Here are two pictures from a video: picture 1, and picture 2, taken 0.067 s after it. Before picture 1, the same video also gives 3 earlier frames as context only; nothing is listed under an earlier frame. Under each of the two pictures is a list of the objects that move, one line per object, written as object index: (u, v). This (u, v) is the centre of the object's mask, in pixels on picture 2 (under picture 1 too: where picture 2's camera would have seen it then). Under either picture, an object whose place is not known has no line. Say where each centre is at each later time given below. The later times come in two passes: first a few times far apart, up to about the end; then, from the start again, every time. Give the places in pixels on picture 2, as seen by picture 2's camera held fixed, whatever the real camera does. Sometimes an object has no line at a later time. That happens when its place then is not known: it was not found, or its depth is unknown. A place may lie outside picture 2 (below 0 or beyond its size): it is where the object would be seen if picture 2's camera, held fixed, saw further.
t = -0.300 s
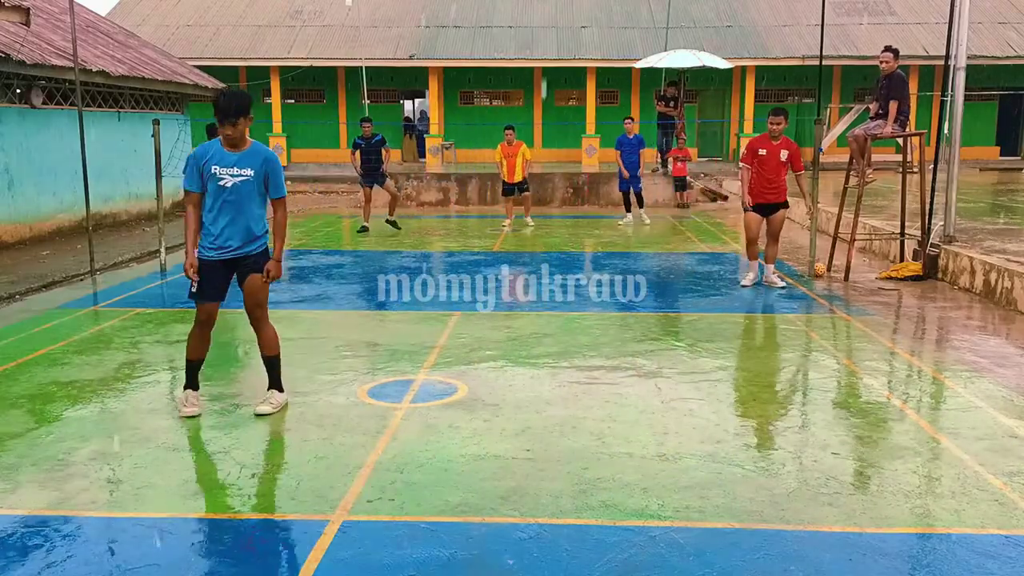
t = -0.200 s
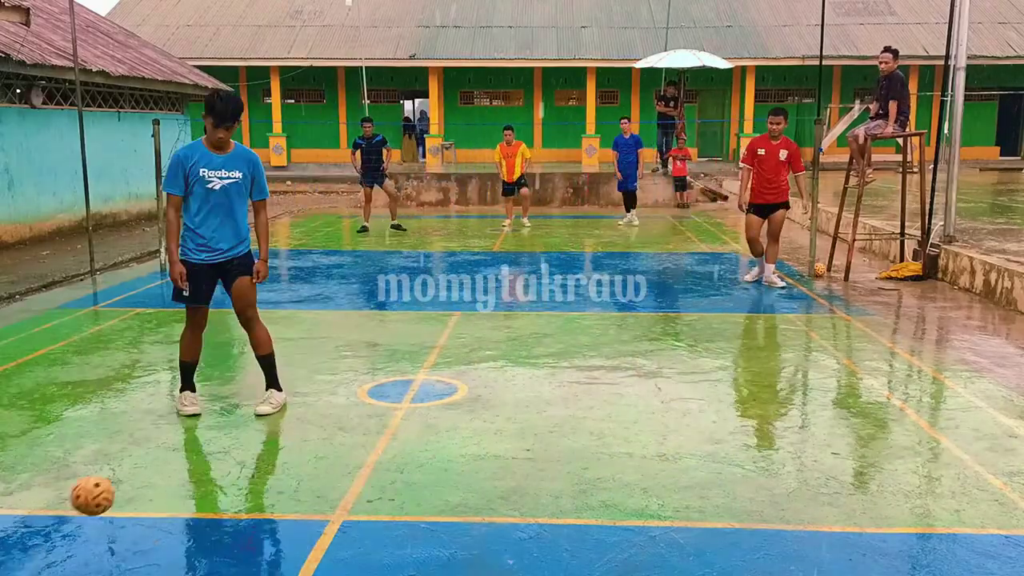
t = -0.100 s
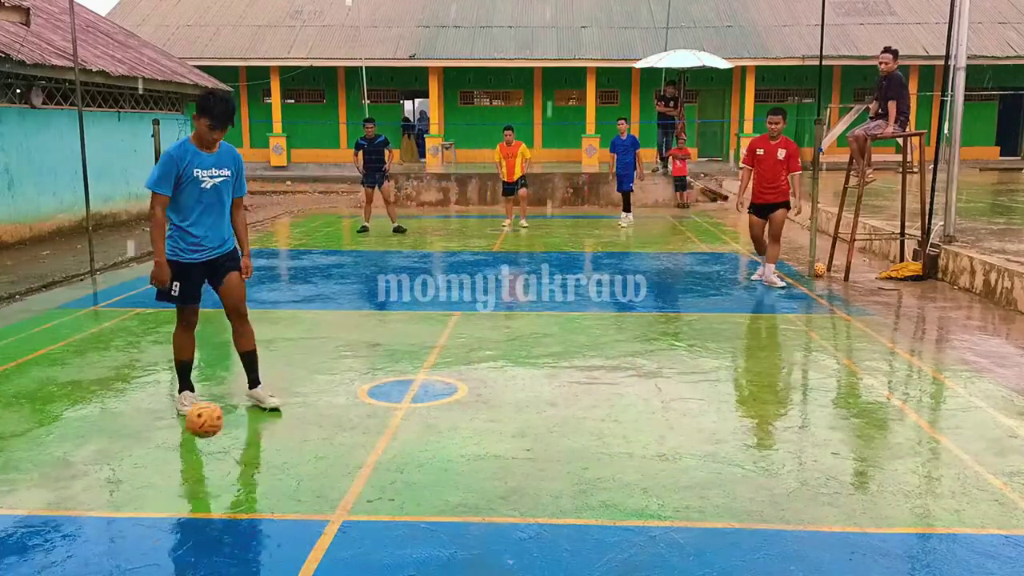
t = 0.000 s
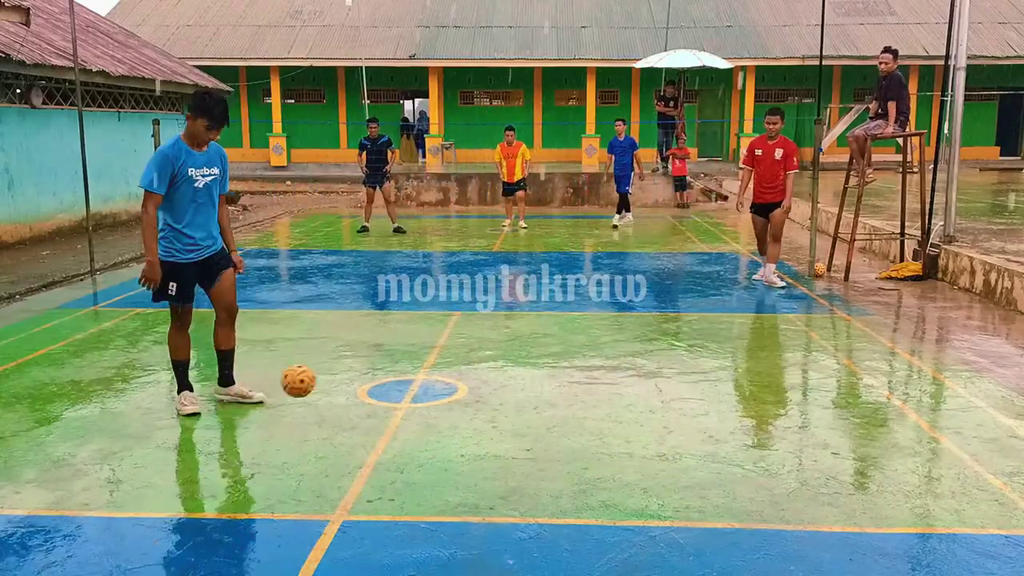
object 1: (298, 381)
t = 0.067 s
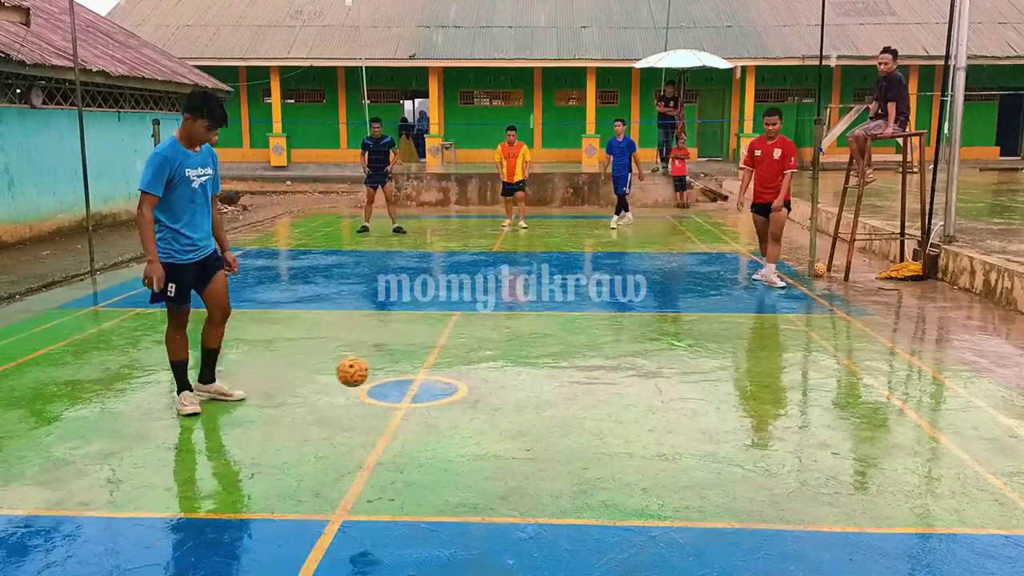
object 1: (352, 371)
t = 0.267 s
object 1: (480, 402)
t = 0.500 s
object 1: (568, 345)
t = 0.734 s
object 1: (635, 348)
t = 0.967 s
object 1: (693, 330)
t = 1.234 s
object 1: (743, 315)
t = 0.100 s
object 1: (377, 371)
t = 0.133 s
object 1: (400, 373)
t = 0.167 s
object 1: (422, 377)
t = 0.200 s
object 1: (443, 383)
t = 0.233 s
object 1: (462, 392)
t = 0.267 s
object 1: (480, 402)
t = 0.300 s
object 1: (496, 402)
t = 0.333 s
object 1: (509, 387)
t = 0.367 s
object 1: (522, 374)
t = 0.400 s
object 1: (534, 363)
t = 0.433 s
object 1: (546, 355)
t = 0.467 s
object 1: (557, 349)
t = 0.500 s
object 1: (568, 345)
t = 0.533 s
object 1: (578, 344)
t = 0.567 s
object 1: (589, 344)
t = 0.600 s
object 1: (598, 346)
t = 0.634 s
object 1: (608, 350)
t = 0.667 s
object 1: (617, 355)
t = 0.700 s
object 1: (626, 355)
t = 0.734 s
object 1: (635, 348)
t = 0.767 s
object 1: (645, 343)
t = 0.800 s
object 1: (654, 340)
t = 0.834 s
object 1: (662, 338)
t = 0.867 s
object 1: (670, 338)
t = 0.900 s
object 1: (679, 340)
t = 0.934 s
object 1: (686, 334)
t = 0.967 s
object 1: (693, 330)
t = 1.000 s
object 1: (700, 328)
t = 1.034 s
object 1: (707, 328)
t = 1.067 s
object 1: (713, 327)
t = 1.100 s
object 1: (719, 326)
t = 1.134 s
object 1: (725, 323)
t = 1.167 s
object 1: (731, 321)
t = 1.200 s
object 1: (737, 318)
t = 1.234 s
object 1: (743, 315)
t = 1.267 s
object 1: (748, 312)
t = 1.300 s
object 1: (753, 311)
